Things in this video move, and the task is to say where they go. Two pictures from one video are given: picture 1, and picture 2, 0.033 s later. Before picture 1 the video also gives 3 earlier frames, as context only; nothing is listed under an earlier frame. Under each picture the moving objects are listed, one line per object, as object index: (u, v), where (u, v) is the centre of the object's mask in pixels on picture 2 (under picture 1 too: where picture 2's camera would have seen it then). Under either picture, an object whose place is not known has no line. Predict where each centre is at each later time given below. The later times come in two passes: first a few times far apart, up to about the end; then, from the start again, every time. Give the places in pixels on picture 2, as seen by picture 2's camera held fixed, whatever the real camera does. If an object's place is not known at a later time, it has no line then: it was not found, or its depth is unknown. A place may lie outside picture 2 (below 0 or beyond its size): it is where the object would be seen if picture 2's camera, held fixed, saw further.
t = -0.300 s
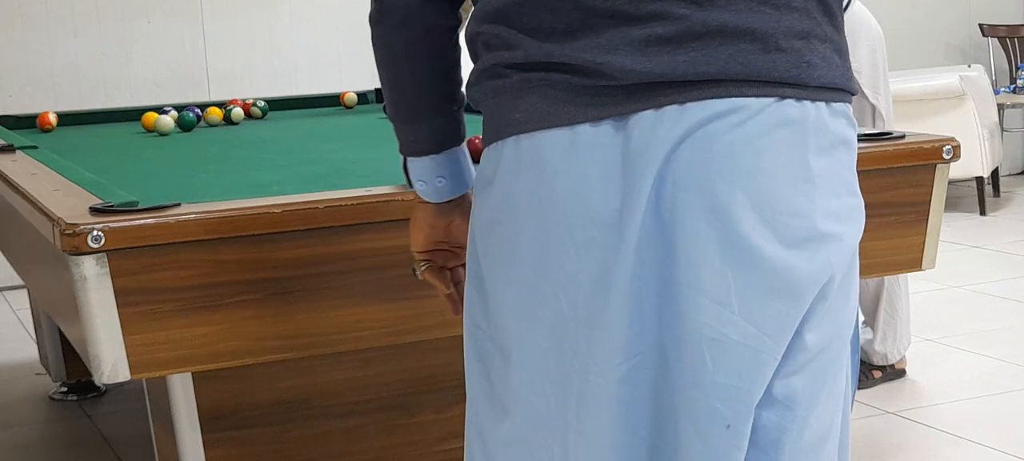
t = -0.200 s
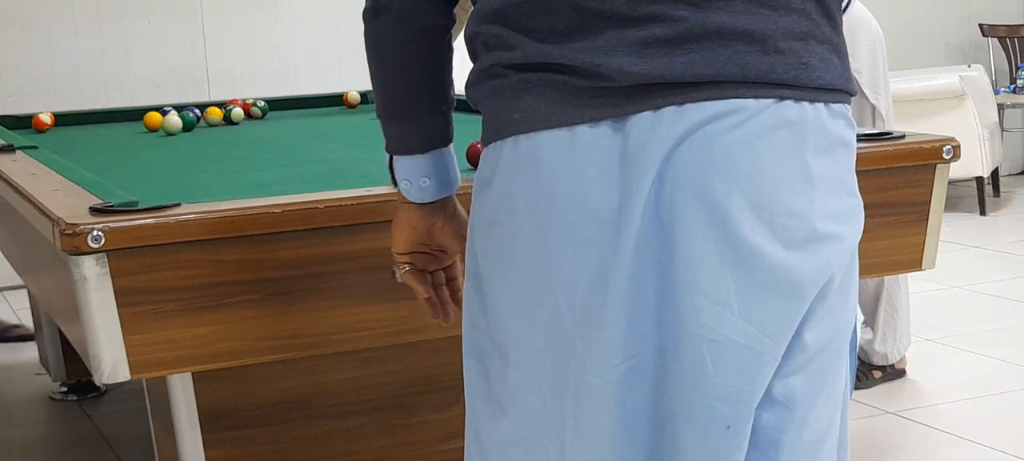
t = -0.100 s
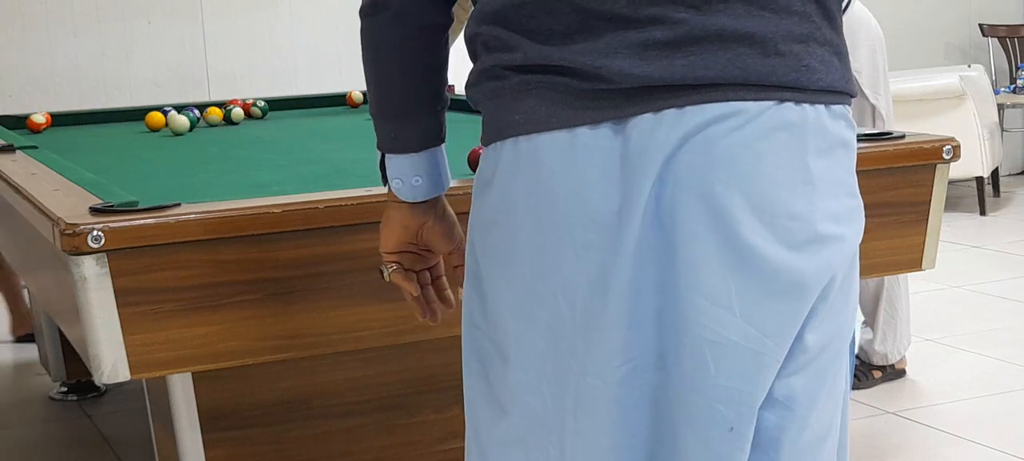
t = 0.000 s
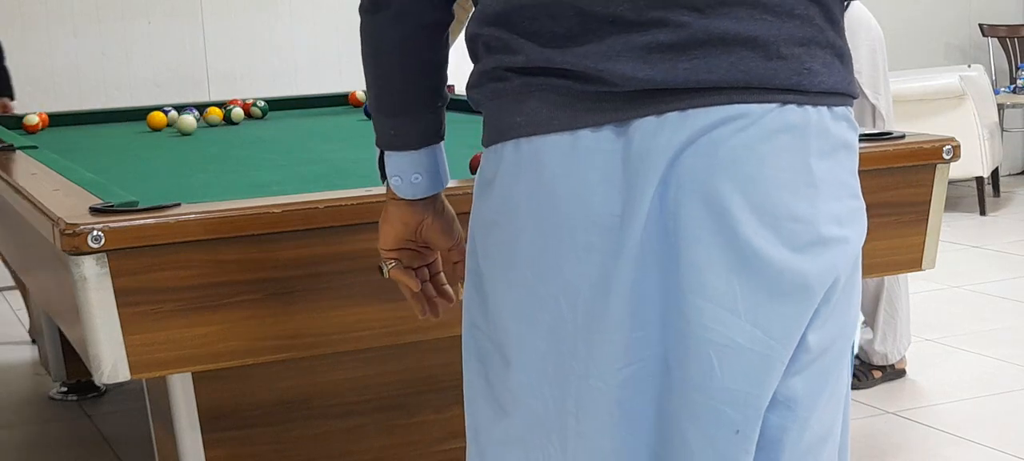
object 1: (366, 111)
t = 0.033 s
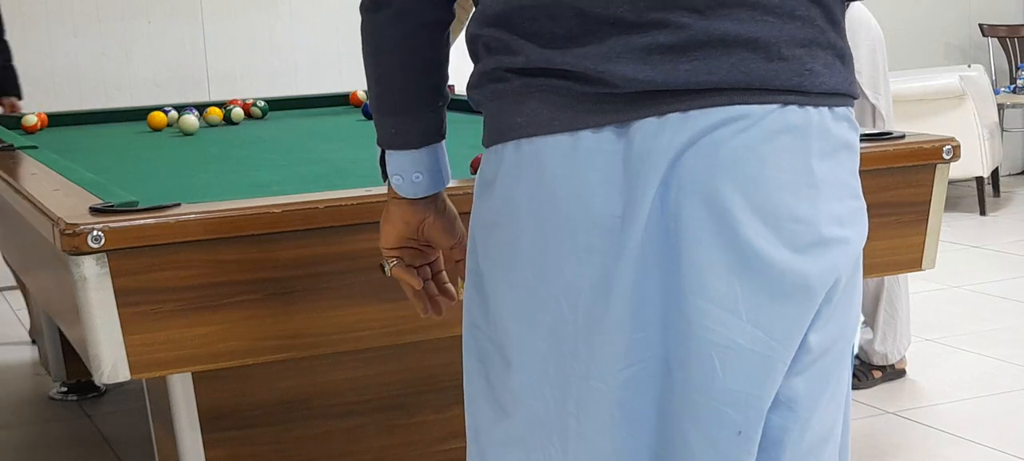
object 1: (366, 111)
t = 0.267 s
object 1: (358, 111)
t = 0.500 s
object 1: (346, 112)
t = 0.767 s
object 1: (334, 113)
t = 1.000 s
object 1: (326, 114)
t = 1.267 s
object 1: (318, 115)
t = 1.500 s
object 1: (314, 115)
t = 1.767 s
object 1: (311, 116)
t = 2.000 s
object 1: (310, 115)
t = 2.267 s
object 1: (310, 115)
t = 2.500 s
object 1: (310, 115)
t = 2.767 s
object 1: (310, 115)
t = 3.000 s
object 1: (310, 115)
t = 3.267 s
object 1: (310, 115)
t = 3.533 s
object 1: (310, 115)
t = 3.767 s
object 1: (310, 115)
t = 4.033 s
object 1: (310, 115)
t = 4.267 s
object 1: (310, 116)
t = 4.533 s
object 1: (310, 115)
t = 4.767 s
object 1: (310, 115)
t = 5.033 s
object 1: (310, 116)
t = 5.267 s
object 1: (310, 115)
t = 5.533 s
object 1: (310, 116)
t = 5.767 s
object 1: (310, 116)
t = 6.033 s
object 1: (310, 116)
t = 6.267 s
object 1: (310, 116)
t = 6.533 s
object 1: (310, 116)
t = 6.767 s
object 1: (310, 116)
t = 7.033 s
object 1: (310, 116)
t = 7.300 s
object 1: (310, 116)
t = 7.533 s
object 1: (310, 115)
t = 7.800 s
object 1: (310, 115)
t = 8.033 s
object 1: (310, 116)
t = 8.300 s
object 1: (310, 116)
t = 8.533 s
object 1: (310, 116)
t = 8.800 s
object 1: (310, 115)
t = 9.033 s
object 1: (310, 115)
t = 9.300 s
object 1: (310, 116)
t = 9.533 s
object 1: (310, 115)
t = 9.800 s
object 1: (310, 116)
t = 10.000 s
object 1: (310, 115)
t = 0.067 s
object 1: (366, 110)
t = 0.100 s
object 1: (366, 110)
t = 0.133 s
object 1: (365, 110)
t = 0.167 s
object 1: (363, 111)
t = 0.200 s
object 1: (361, 111)
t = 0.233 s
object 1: (360, 111)
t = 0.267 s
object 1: (358, 111)
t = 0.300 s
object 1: (356, 112)
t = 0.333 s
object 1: (354, 112)
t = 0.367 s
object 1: (352, 112)
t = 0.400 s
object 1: (351, 112)
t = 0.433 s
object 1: (349, 112)
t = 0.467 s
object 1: (348, 112)
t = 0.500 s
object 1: (346, 112)
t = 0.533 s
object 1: (344, 112)
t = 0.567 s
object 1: (342, 113)
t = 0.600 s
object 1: (341, 113)
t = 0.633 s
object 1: (340, 113)
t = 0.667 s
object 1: (338, 113)
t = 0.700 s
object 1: (337, 113)
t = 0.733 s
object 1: (335, 113)
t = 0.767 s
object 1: (334, 113)
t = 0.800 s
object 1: (333, 113)
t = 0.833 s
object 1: (331, 113)
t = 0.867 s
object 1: (330, 113)
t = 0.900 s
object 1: (329, 113)
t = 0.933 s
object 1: (328, 114)
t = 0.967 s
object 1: (327, 114)
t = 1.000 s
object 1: (326, 114)
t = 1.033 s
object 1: (324, 114)
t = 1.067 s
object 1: (324, 114)
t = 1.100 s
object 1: (322, 114)
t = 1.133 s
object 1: (322, 114)
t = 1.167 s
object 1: (321, 114)
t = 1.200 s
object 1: (320, 114)
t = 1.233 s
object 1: (319, 115)
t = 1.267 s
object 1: (318, 115)
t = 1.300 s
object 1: (318, 115)
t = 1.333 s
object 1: (317, 115)
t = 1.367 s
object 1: (316, 115)
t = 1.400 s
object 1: (315, 115)
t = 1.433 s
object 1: (315, 115)
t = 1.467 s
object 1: (314, 115)
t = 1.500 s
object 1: (314, 115)
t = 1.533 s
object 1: (313, 115)
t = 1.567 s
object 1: (313, 115)
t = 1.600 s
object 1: (312, 115)
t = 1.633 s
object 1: (312, 115)
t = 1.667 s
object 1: (312, 115)
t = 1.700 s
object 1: (311, 115)
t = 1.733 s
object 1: (311, 116)
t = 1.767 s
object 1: (311, 116)
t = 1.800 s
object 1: (311, 115)
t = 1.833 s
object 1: (310, 116)
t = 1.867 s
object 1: (310, 116)
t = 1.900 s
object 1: (310, 116)
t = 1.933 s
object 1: (310, 115)
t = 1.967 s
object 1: (310, 116)
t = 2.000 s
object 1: (310, 115)
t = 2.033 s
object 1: (310, 115)
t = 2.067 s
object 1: (310, 116)
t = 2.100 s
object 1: (310, 116)
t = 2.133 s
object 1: (310, 116)
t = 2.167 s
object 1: (310, 115)
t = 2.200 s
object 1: (310, 115)
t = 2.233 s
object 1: (310, 115)
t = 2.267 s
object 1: (310, 115)
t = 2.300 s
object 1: (310, 115)
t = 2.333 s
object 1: (310, 115)
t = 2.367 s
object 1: (310, 115)
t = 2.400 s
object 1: (310, 115)
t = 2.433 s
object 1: (310, 115)
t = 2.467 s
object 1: (310, 115)
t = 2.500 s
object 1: (310, 115)
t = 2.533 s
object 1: (310, 115)
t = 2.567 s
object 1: (310, 115)
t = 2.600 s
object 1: (310, 115)
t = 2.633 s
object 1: (310, 115)
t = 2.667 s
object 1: (310, 115)
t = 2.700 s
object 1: (310, 115)
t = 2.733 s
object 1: (310, 115)
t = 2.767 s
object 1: (310, 115)
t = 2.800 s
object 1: (310, 115)
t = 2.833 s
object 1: (310, 115)
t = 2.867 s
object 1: (310, 115)
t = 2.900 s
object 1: (310, 115)
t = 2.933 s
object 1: (310, 115)
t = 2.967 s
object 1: (310, 115)
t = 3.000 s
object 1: (310, 115)
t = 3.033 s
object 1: (310, 115)
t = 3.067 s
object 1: (310, 115)
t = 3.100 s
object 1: (310, 115)
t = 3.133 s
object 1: (310, 115)
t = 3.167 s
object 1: (310, 115)
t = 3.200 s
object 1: (310, 115)
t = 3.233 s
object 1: (310, 115)
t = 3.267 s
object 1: (310, 115)
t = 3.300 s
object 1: (310, 115)
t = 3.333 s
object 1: (310, 116)
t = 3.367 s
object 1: (310, 116)
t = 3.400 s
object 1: (310, 115)
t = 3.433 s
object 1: (310, 115)
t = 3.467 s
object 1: (310, 115)
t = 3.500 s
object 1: (310, 115)
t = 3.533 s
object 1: (310, 115)
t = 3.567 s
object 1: (310, 115)
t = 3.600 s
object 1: (310, 115)
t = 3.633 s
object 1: (310, 115)
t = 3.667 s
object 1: (310, 115)
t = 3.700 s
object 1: (310, 115)
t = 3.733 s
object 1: (310, 115)
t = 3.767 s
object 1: (310, 115)
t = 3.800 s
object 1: (310, 115)
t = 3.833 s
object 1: (310, 116)
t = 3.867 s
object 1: (310, 115)
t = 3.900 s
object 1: (310, 116)
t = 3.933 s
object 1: (310, 115)
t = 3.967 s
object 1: (310, 115)
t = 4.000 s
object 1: (310, 115)
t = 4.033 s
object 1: (310, 115)
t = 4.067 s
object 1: (310, 115)
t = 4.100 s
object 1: (310, 115)
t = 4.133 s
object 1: (310, 115)
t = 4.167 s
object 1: (310, 115)
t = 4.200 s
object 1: (310, 115)
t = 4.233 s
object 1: (310, 115)
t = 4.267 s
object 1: (310, 116)
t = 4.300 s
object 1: (310, 115)
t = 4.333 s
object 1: (310, 115)
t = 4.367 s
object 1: (310, 115)
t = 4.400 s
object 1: (310, 115)
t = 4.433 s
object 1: (310, 115)
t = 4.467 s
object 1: (310, 115)
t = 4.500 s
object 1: (310, 115)
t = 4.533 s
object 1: (310, 115)
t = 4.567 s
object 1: (310, 115)
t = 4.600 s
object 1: (310, 115)
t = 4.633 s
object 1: (310, 115)
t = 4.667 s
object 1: (310, 115)
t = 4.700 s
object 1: (310, 115)
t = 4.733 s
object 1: (310, 115)
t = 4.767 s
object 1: (310, 115)
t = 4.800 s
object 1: (310, 115)
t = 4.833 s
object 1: (310, 116)
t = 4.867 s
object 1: (310, 115)
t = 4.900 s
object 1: (310, 116)
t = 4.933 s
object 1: (310, 115)
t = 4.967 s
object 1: (310, 115)
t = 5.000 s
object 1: (310, 116)
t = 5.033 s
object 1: (310, 116)
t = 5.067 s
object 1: (310, 115)
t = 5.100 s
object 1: (310, 116)
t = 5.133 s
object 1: (310, 116)
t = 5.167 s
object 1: (310, 115)
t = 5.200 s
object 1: (310, 115)
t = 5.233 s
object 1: (310, 115)
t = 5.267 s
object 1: (310, 115)
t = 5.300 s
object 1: (310, 115)
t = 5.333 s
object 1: (310, 115)
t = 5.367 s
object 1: (310, 116)
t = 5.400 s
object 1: (310, 116)
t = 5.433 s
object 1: (310, 116)
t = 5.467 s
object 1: (310, 116)
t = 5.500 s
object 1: (310, 116)
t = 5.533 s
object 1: (310, 116)
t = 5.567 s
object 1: (310, 116)
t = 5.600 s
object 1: (310, 116)
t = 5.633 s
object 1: (310, 116)
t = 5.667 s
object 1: (310, 116)
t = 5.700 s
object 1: (310, 116)
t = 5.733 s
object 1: (310, 116)
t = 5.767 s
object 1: (310, 116)
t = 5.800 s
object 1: (310, 116)
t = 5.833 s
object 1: (310, 116)
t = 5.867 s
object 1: (310, 116)
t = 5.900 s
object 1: (310, 116)
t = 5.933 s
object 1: (310, 116)
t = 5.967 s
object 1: (310, 116)
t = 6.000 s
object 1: (310, 116)
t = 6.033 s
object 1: (310, 116)
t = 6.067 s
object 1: (310, 116)
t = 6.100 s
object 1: (310, 116)
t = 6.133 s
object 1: (310, 116)
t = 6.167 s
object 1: (310, 116)
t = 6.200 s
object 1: (310, 116)
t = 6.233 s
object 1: (310, 116)
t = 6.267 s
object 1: (310, 116)
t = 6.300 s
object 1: (310, 116)
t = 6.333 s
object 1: (310, 116)
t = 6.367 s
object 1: (310, 116)
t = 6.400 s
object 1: (310, 116)
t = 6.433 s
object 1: (310, 116)
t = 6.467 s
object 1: (310, 116)
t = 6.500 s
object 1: (310, 116)
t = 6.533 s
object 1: (310, 116)
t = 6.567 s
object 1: (310, 115)
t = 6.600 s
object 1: (310, 116)
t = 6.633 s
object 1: (310, 116)
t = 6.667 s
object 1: (310, 116)
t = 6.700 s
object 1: (310, 116)
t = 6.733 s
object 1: (310, 116)
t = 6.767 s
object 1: (310, 116)
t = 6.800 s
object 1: (310, 116)
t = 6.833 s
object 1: (310, 116)
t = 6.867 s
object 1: (310, 116)
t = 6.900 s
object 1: (310, 116)
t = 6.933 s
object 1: (310, 116)
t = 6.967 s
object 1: (310, 116)
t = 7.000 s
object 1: (310, 116)
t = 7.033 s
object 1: (310, 116)
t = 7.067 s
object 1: (310, 116)
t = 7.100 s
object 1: (310, 116)
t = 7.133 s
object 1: (310, 116)
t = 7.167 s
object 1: (310, 116)
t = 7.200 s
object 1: (310, 116)
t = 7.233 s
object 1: (310, 116)
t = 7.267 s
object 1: (310, 116)
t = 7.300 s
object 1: (310, 116)
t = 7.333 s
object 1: (310, 116)
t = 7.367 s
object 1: (310, 116)
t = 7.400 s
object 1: (310, 116)
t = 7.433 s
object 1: (310, 116)
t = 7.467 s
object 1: (310, 116)
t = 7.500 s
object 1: (310, 116)
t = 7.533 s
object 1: (310, 115)
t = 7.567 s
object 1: (310, 116)
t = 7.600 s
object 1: (310, 116)
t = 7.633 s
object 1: (310, 116)
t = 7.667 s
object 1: (310, 116)
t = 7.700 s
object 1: (310, 116)
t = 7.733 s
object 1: (310, 116)
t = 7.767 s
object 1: (310, 115)
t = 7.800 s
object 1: (310, 115)
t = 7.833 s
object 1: (310, 115)
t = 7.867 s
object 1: (310, 115)
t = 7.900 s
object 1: (310, 115)
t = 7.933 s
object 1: (310, 116)
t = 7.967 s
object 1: (310, 116)
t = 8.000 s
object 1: (310, 116)
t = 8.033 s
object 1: (310, 116)
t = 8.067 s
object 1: (310, 116)
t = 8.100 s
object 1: (310, 116)
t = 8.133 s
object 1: (310, 116)
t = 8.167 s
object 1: (310, 116)
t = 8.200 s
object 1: (310, 116)
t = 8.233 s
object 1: (310, 116)
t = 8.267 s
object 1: (310, 116)
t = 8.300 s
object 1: (310, 116)
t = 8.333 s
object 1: (310, 116)
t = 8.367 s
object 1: (310, 116)
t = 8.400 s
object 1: (310, 116)
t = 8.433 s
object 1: (310, 116)
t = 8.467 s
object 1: (310, 116)
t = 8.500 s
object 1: (310, 116)
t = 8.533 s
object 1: (310, 116)
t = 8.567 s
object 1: (310, 116)
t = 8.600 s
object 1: (310, 116)
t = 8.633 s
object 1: (310, 116)
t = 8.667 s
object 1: (310, 116)
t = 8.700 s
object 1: (310, 116)
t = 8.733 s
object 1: (310, 115)
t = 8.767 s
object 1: (310, 115)
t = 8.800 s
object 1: (310, 115)
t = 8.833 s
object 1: (310, 116)
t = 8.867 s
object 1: (310, 116)
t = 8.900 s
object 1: (310, 116)
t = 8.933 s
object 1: (310, 116)
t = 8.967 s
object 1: (310, 116)
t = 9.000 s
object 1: (310, 116)
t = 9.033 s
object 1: (310, 115)
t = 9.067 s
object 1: (310, 115)
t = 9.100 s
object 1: (310, 115)
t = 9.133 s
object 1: (310, 115)
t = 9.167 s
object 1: (310, 115)
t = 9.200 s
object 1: (310, 116)
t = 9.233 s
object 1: (310, 115)
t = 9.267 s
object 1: (310, 116)
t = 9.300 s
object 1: (310, 116)
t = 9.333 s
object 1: (310, 116)
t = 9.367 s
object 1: (310, 116)
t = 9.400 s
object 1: (310, 116)
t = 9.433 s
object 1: (310, 116)
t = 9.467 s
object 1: (310, 115)
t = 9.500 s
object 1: (310, 115)
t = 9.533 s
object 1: (310, 115)
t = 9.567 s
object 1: (310, 115)
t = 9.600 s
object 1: (310, 116)
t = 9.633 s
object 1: (310, 116)
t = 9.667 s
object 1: (310, 115)
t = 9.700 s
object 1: (310, 116)
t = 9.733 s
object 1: (310, 116)
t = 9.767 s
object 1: (310, 116)
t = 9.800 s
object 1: (310, 116)
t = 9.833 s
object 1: (310, 116)
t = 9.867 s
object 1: (310, 116)
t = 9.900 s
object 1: (310, 116)
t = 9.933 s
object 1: (310, 116)
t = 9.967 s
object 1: (310, 116)
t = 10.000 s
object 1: (310, 115)
